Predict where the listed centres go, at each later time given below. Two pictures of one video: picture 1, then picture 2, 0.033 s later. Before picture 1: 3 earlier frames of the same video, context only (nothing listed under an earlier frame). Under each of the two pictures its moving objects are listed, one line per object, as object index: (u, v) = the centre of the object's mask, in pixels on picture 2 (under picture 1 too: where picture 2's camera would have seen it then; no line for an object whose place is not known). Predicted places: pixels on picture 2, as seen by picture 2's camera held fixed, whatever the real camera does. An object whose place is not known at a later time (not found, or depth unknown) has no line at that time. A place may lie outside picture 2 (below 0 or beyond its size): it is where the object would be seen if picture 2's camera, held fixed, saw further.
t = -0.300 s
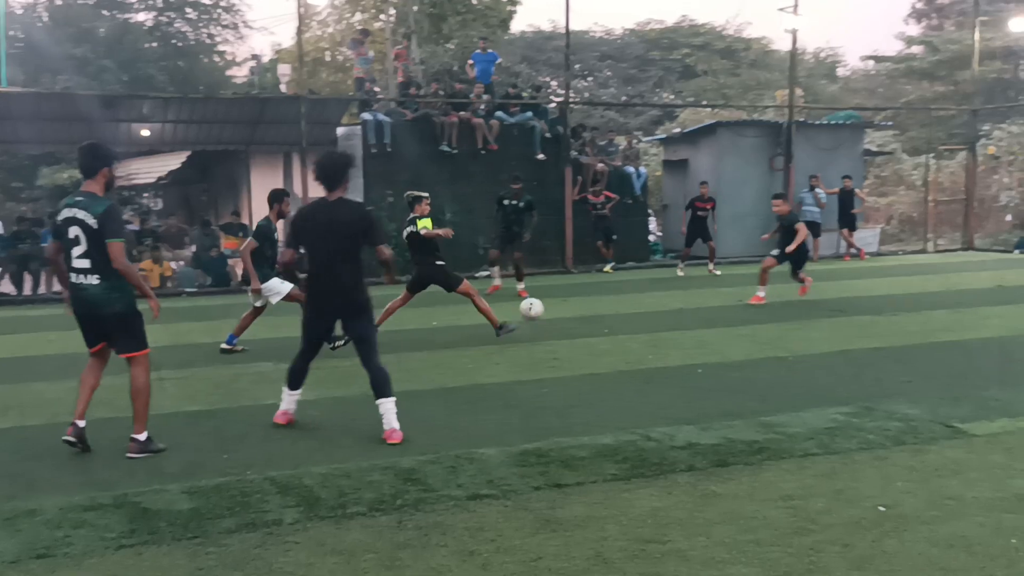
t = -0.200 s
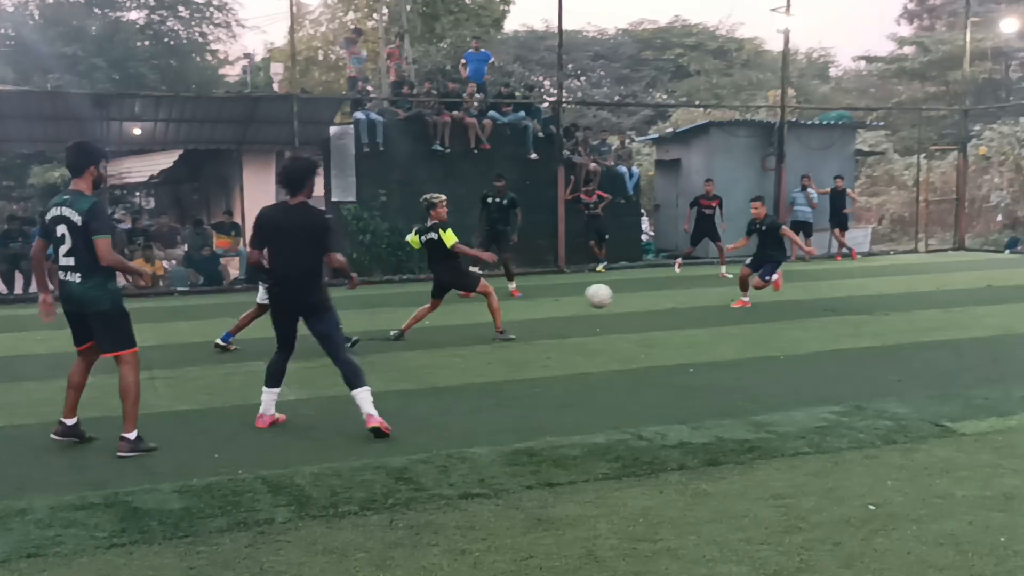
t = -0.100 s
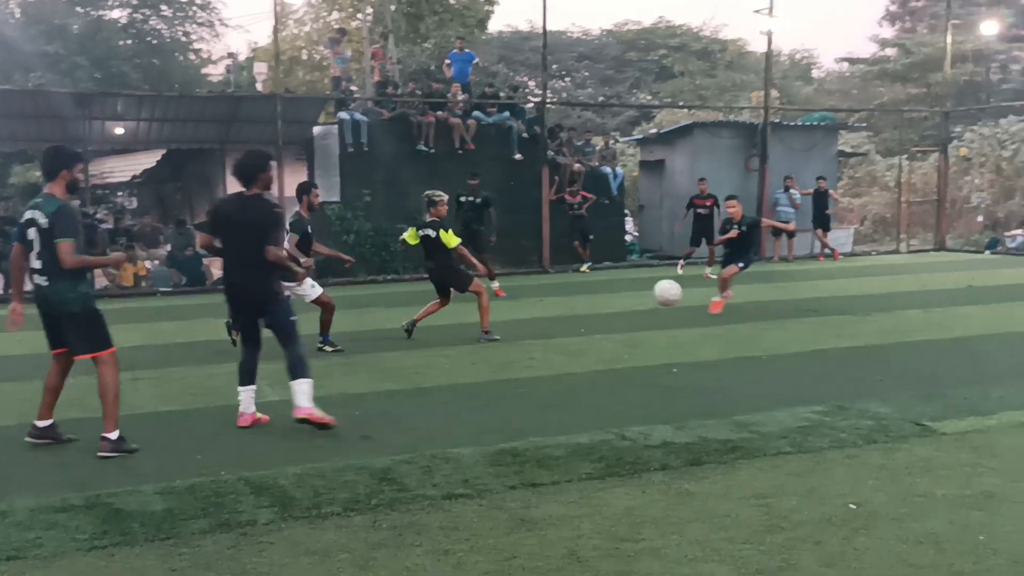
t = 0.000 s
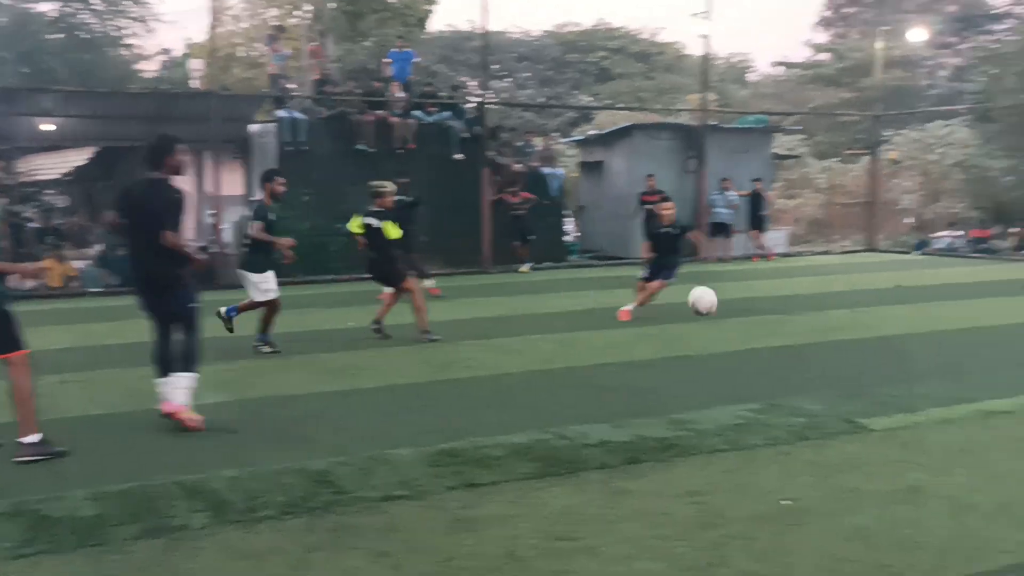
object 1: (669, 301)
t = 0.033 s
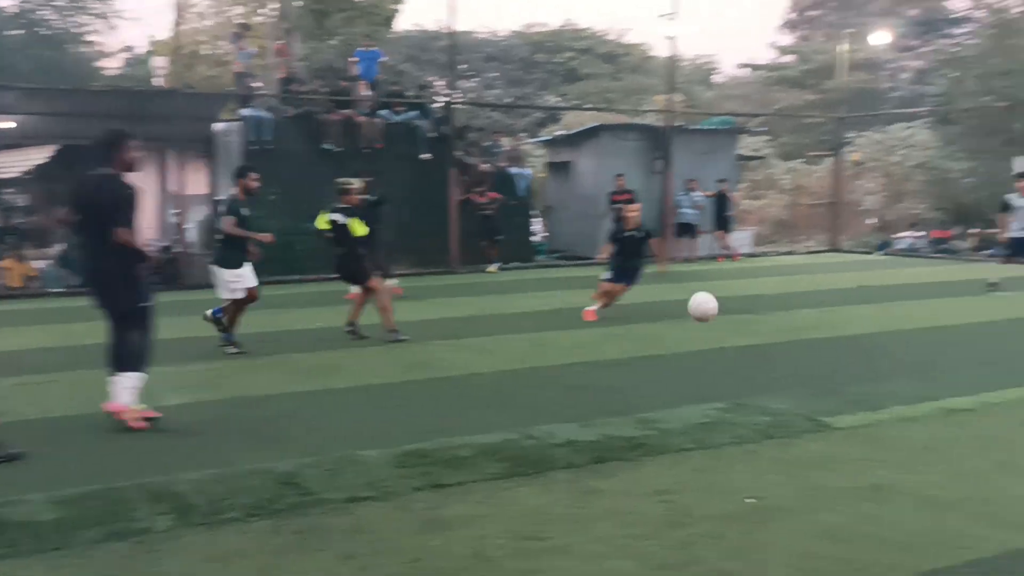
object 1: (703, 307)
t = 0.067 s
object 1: (739, 315)
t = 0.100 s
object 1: (778, 324)
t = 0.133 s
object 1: (819, 335)
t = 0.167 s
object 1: (860, 349)
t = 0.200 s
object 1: (905, 365)
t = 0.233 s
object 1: (953, 383)
